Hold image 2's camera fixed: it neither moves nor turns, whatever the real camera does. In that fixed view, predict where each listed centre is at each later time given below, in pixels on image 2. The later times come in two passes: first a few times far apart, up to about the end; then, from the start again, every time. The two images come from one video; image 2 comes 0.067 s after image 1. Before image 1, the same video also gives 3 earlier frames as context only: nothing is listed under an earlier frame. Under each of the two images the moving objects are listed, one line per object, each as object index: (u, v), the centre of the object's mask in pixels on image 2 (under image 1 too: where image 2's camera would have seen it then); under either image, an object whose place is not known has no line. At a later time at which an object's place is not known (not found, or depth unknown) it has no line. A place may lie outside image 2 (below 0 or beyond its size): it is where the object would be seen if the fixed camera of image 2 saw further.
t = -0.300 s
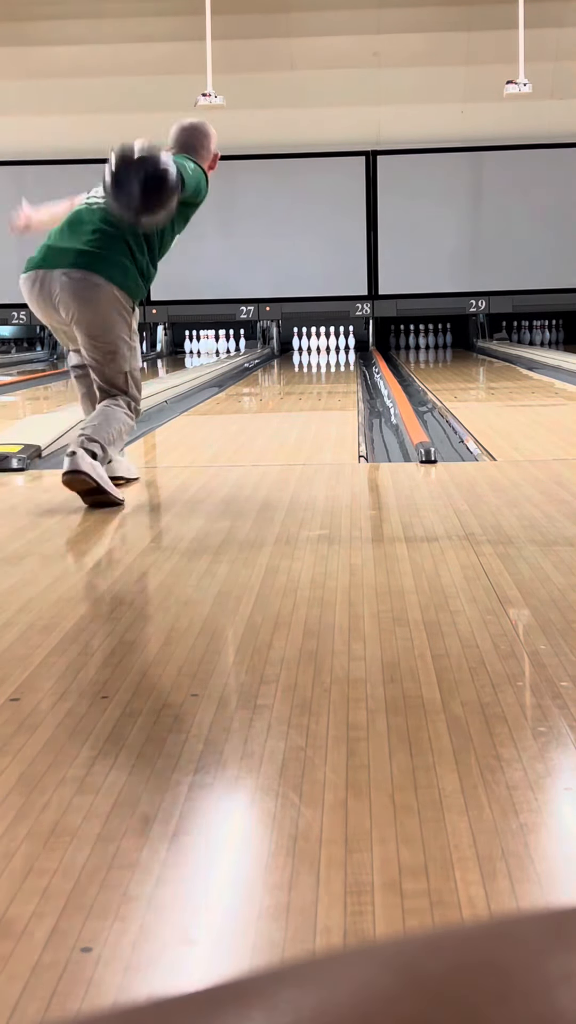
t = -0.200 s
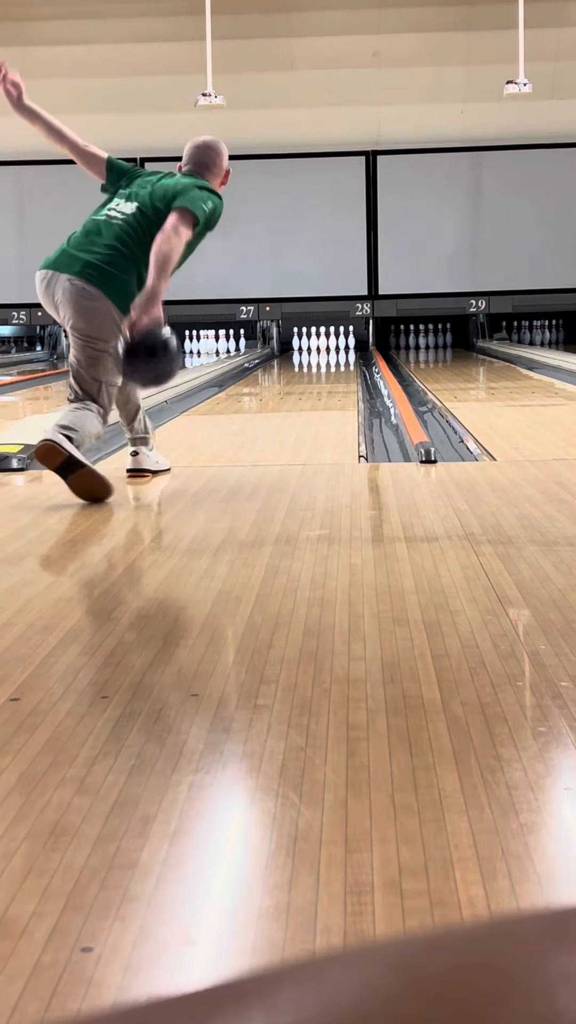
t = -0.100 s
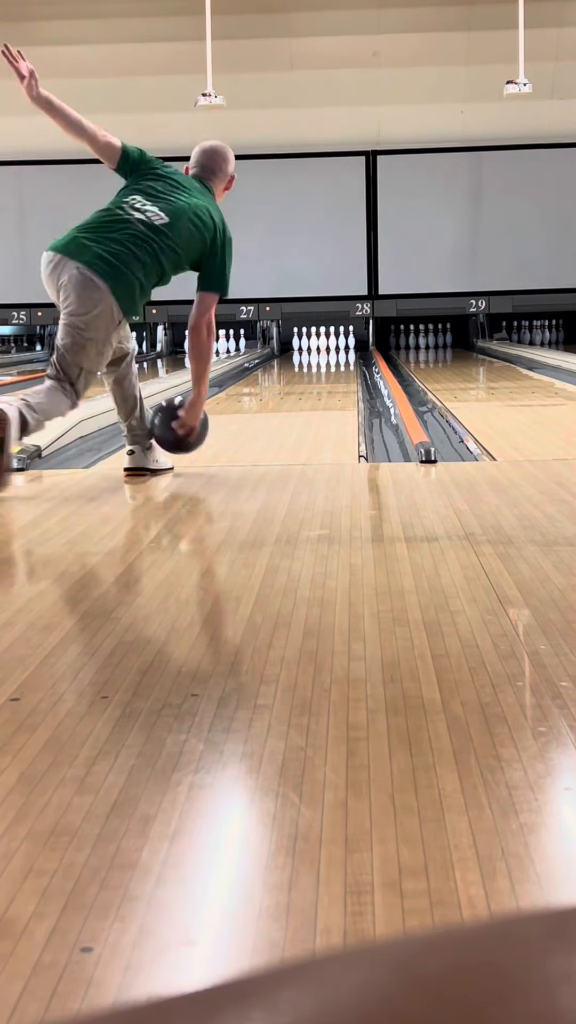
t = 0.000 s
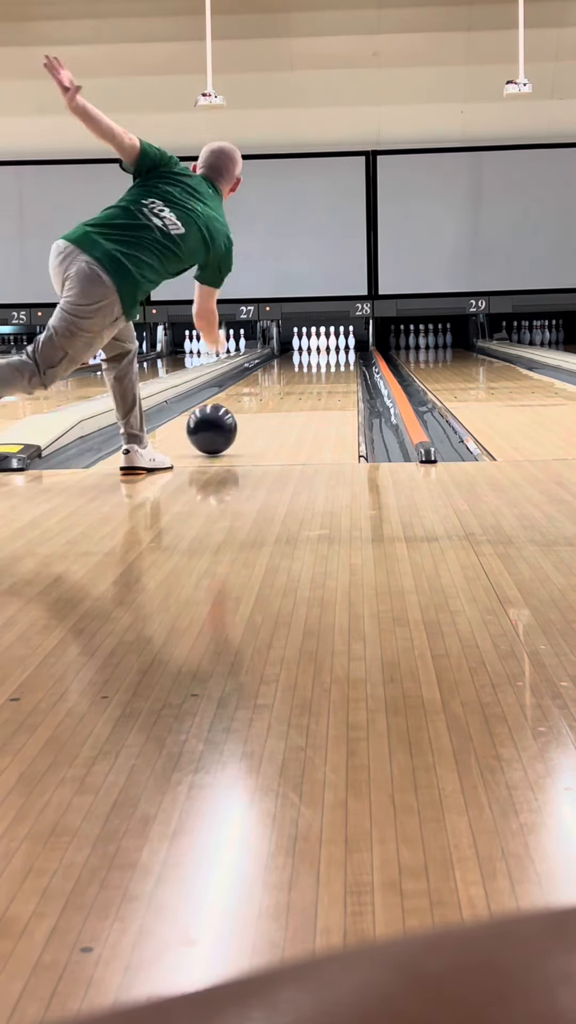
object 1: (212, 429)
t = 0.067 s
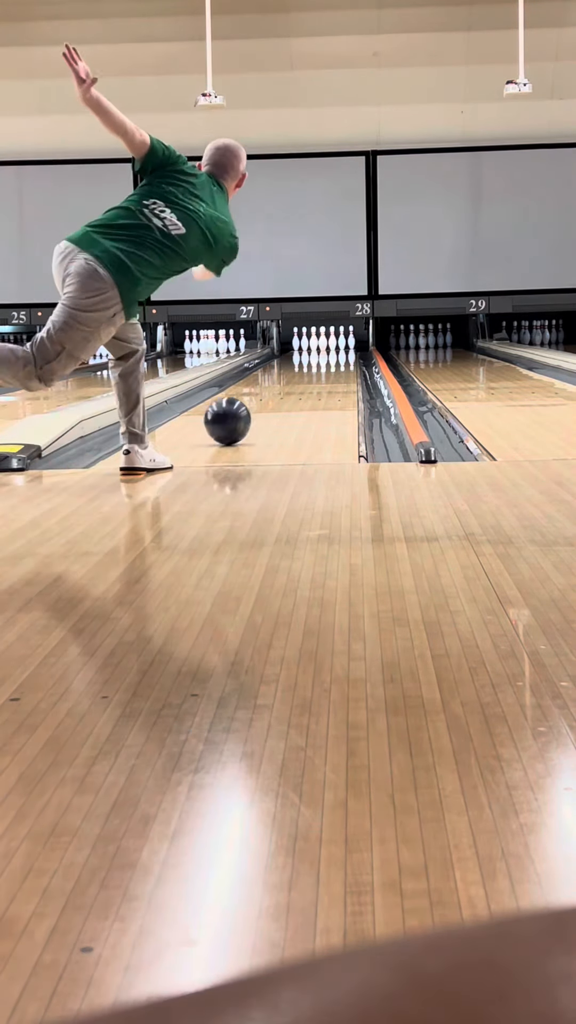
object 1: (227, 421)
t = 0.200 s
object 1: (252, 407)
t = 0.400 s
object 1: (279, 391)
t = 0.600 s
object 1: (298, 382)
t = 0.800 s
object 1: (312, 372)
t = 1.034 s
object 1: (324, 365)
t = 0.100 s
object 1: (234, 417)
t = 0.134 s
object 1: (241, 413)
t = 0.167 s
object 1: (247, 410)
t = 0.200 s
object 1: (252, 407)
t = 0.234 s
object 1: (258, 403)
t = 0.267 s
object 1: (263, 400)
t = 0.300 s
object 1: (267, 398)
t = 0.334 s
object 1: (272, 395)
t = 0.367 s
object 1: (276, 393)
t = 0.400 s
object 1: (279, 391)
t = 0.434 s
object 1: (283, 389)
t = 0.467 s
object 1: (286, 387)
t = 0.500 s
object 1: (289, 385)
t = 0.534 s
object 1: (293, 384)
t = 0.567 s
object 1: (296, 382)
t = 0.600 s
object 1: (298, 382)
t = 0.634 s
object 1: (304, 380)
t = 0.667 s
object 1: (303, 378)
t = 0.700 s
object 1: (306, 377)
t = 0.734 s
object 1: (307, 375)
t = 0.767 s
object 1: (310, 374)
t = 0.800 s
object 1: (312, 372)
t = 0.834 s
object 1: (314, 371)
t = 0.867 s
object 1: (315, 370)
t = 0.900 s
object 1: (317, 369)
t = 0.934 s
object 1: (319, 368)
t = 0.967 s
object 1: (320, 367)
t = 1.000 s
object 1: (322, 366)
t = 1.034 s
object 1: (324, 365)
